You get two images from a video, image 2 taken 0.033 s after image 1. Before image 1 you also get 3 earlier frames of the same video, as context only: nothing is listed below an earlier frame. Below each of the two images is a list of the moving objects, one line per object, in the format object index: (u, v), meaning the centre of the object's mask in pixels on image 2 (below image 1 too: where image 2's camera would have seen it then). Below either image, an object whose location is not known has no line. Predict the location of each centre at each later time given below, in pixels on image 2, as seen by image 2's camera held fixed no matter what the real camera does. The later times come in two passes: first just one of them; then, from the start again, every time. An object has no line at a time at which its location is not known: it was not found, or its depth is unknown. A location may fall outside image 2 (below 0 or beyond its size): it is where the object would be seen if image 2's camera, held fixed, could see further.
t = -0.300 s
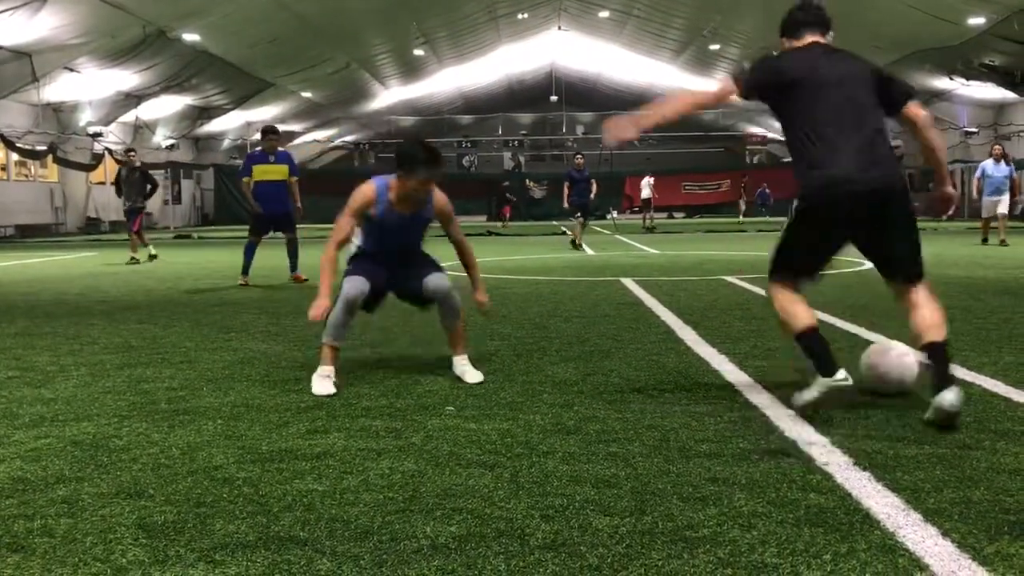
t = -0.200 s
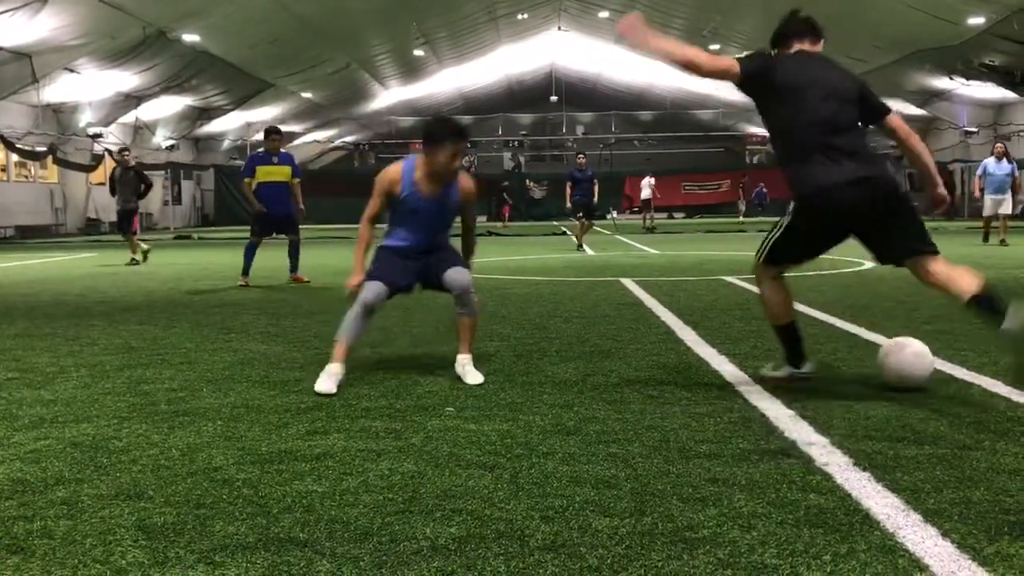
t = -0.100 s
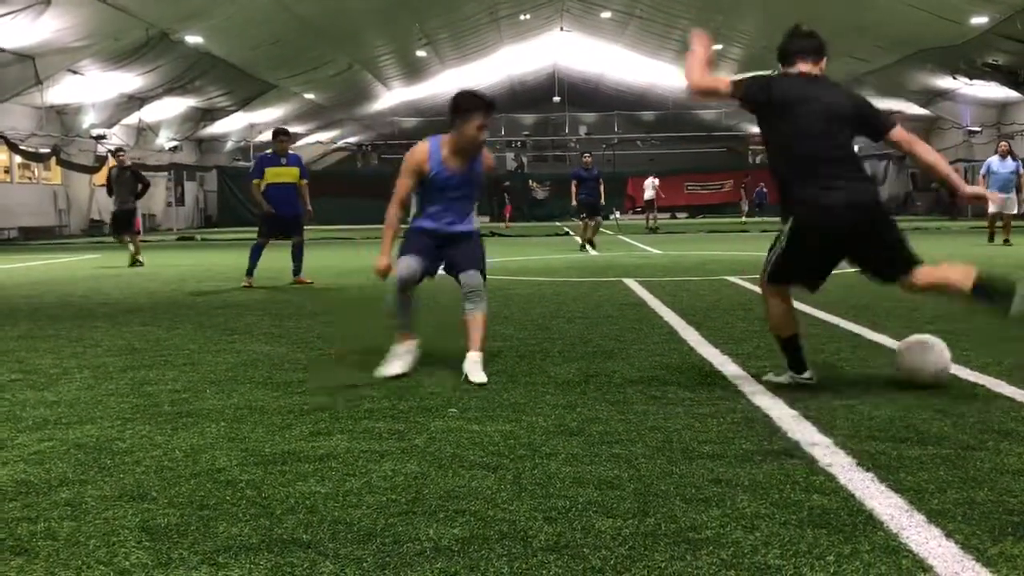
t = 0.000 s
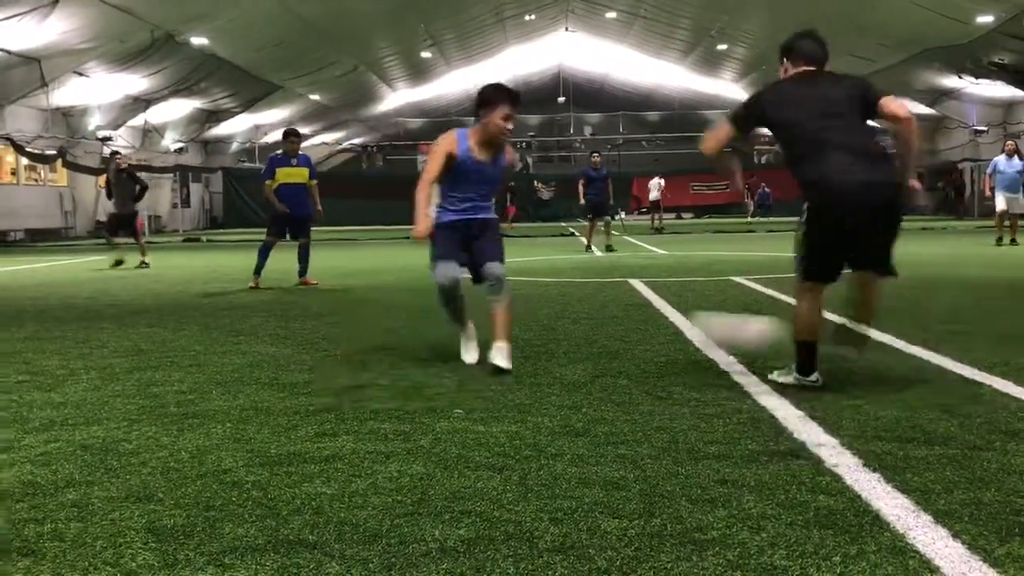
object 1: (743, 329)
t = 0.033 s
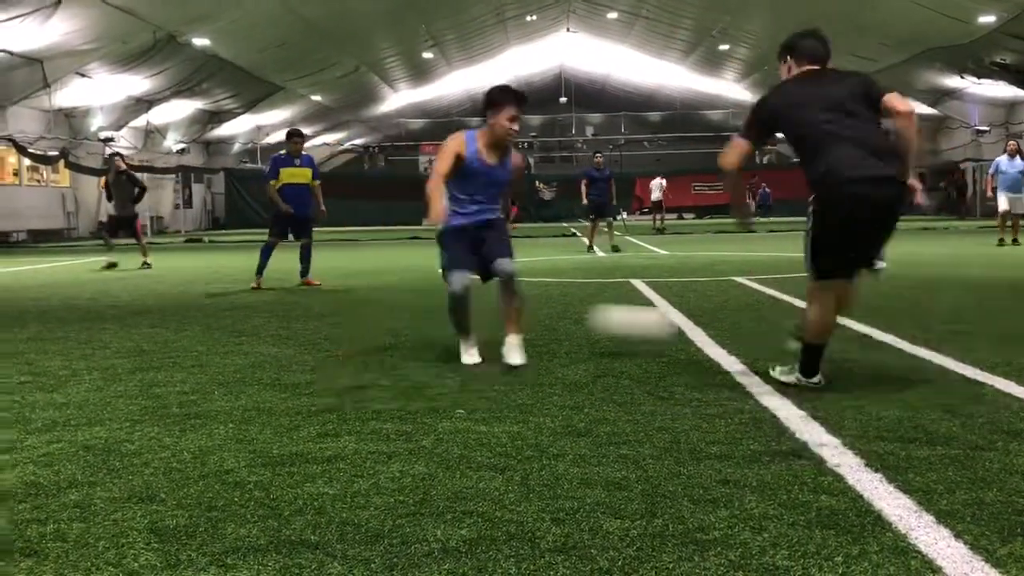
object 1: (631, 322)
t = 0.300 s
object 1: (147, 295)
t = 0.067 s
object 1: (560, 316)
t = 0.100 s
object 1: (492, 311)
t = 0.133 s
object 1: (399, 311)
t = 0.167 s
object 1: (337, 311)
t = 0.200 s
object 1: (281, 309)
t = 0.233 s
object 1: (232, 303)
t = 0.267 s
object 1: (188, 299)
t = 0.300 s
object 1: (147, 295)
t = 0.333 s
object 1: (110, 295)
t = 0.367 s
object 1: (75, 294)
